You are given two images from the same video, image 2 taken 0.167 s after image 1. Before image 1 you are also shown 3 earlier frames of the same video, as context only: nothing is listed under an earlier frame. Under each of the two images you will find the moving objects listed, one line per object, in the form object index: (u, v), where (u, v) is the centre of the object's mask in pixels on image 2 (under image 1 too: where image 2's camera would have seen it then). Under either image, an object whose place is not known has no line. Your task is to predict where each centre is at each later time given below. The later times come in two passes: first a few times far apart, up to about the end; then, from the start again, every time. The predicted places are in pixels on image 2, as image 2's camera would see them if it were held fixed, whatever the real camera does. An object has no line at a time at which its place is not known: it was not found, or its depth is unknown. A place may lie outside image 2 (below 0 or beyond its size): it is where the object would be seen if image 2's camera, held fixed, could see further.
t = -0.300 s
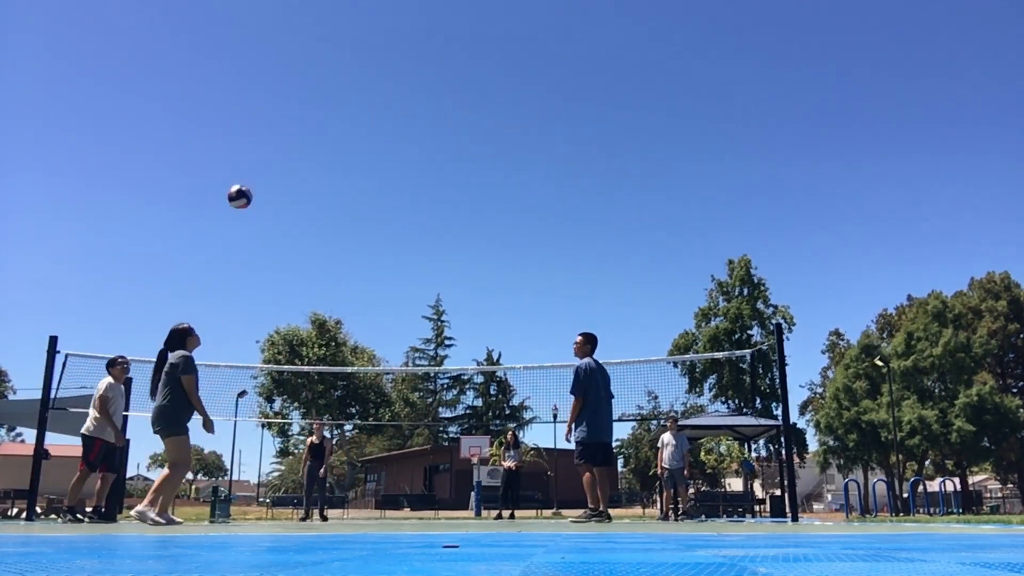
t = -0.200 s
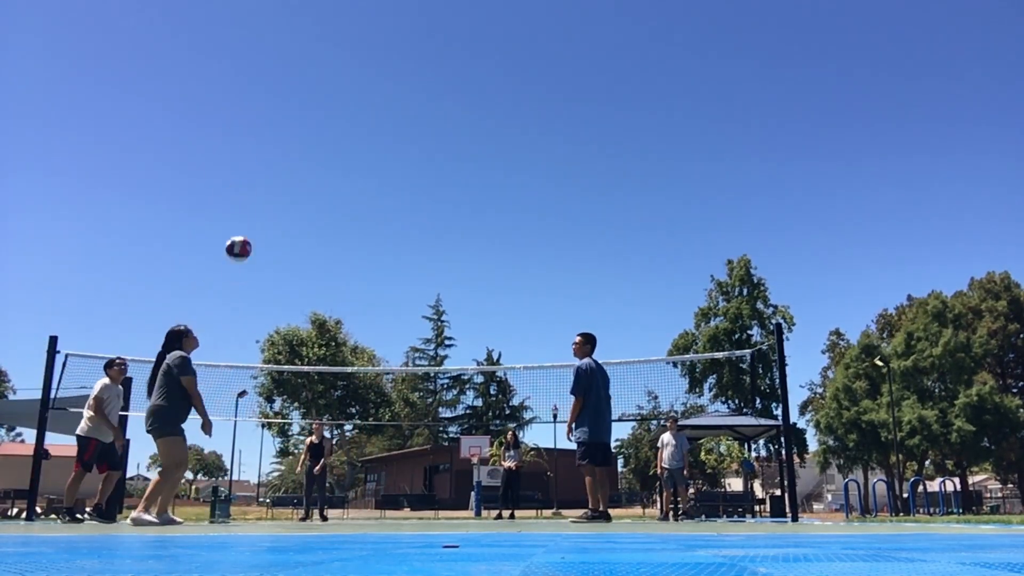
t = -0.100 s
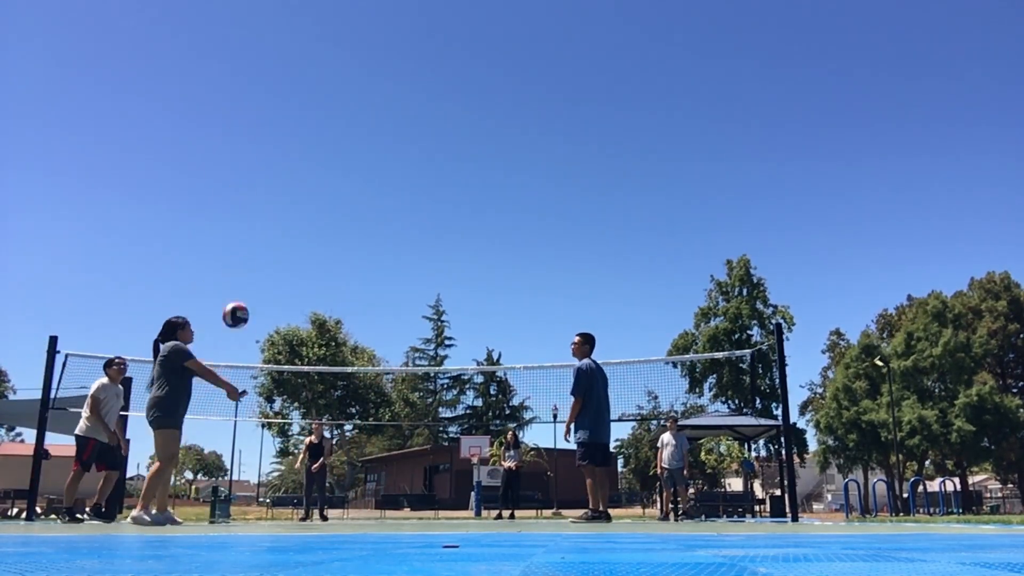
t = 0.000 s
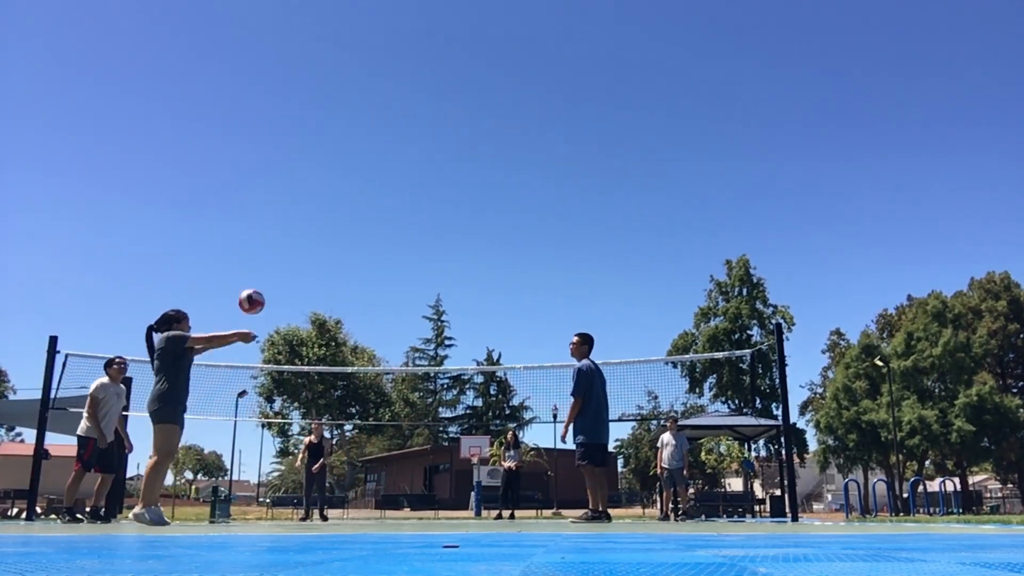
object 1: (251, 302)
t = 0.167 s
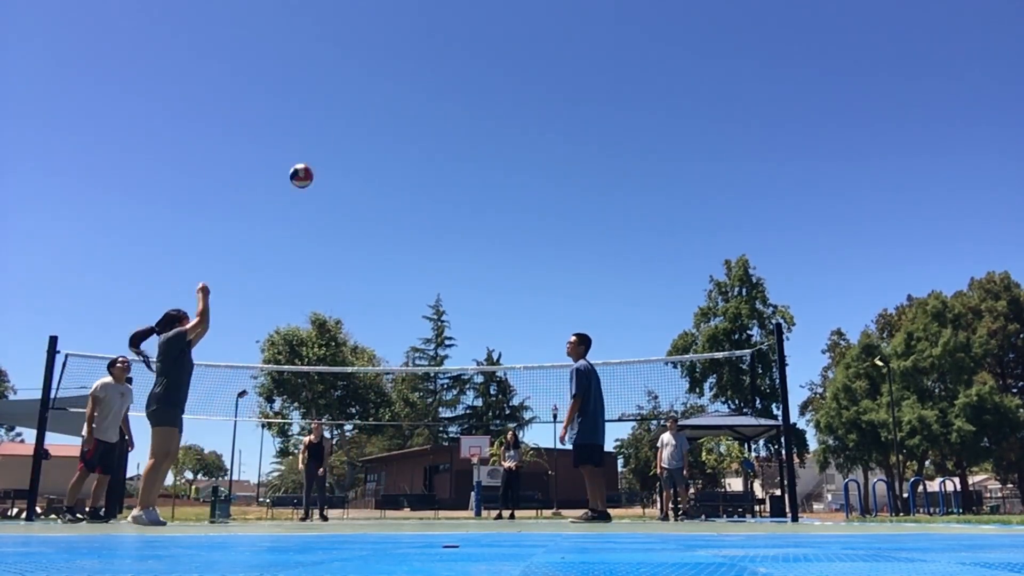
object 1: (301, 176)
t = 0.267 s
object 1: (328, 122)
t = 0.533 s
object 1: (389, 40)
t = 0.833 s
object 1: (448, 31)
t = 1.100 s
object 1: (494, 85)
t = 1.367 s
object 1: (538, 196)
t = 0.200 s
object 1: (311, 156)
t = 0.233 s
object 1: (319, 138)
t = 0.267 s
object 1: (328, 122)
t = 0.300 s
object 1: (336, 107)
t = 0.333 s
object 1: (344, 94)
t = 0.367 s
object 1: (351, 82)
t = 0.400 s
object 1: (359, 71)
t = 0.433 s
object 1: (367, 62)
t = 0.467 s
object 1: (375, 53)
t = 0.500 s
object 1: (382, 46)
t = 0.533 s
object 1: (389, 40)
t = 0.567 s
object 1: (396, 36)
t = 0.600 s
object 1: (403, 32)
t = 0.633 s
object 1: (410, 29)
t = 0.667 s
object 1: (416, 27)
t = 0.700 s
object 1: (422, 26)
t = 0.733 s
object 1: (429, 26)
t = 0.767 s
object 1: (435, 27)
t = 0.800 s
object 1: (442, 28)
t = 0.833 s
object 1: (448, 31)
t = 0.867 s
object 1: (454, 34)
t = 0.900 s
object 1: (460, 39)
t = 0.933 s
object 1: (466, 45)
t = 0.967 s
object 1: (471, 51)
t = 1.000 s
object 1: (477, 58)
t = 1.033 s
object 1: (483, 66)
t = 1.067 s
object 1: (488, 75)
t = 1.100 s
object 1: (494, 85)
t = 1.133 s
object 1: (500, 95)
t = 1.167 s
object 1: (506, 107)
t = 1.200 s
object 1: (511, 119)
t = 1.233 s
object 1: (517, 133)
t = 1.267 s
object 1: (522, 147)
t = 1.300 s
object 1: (528, 163)
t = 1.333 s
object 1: (533, 179)
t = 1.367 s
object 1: (538, 196)
